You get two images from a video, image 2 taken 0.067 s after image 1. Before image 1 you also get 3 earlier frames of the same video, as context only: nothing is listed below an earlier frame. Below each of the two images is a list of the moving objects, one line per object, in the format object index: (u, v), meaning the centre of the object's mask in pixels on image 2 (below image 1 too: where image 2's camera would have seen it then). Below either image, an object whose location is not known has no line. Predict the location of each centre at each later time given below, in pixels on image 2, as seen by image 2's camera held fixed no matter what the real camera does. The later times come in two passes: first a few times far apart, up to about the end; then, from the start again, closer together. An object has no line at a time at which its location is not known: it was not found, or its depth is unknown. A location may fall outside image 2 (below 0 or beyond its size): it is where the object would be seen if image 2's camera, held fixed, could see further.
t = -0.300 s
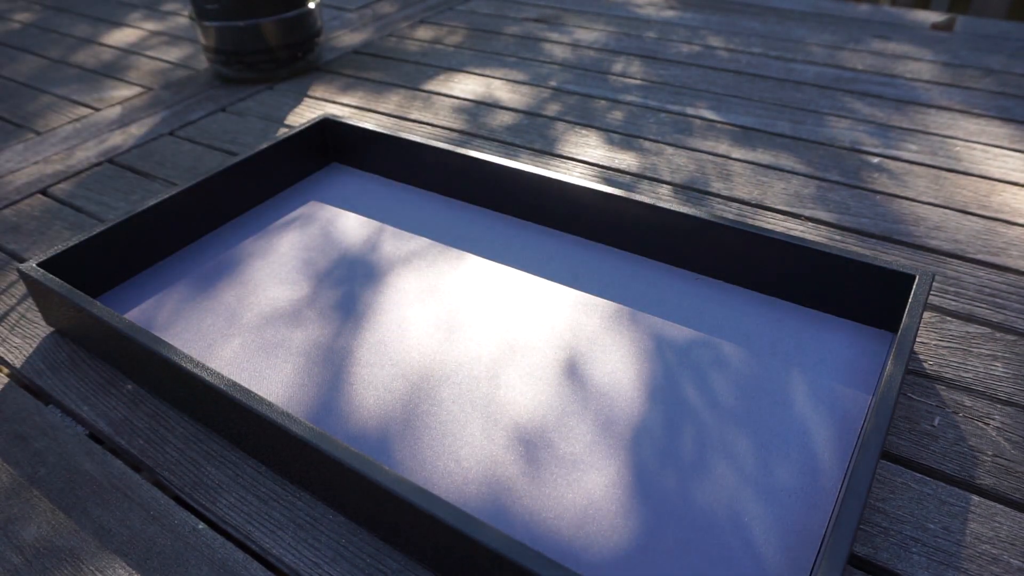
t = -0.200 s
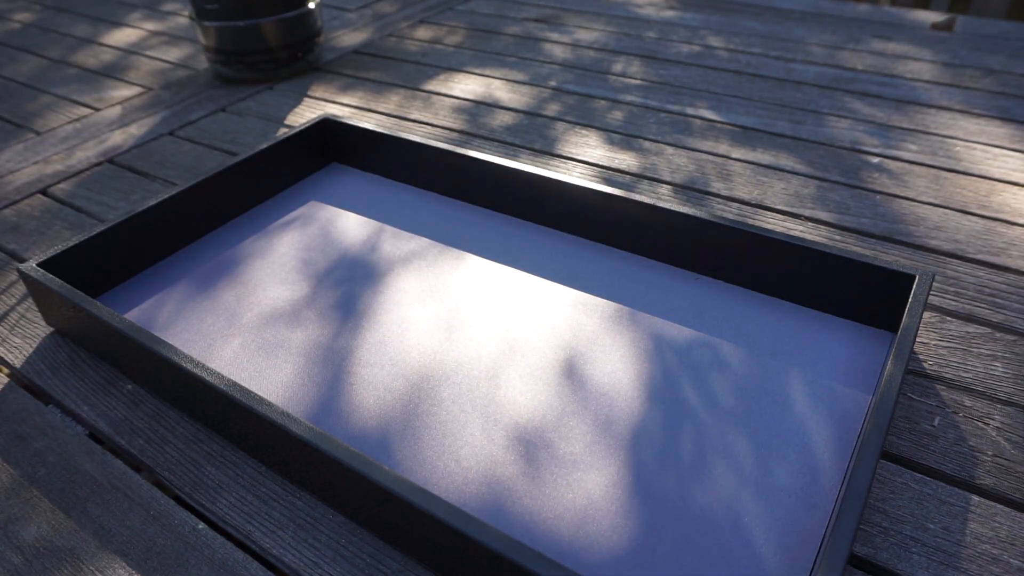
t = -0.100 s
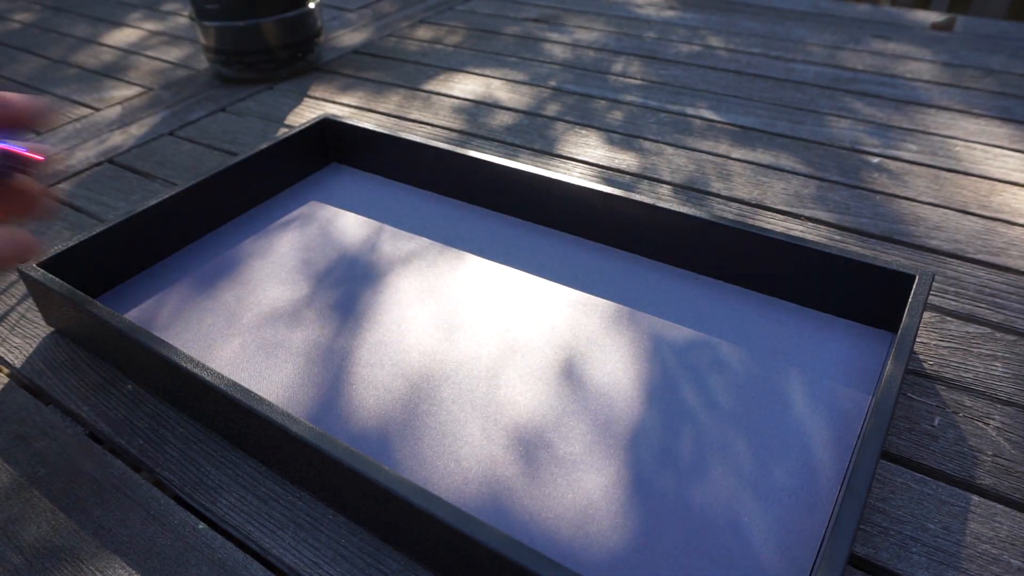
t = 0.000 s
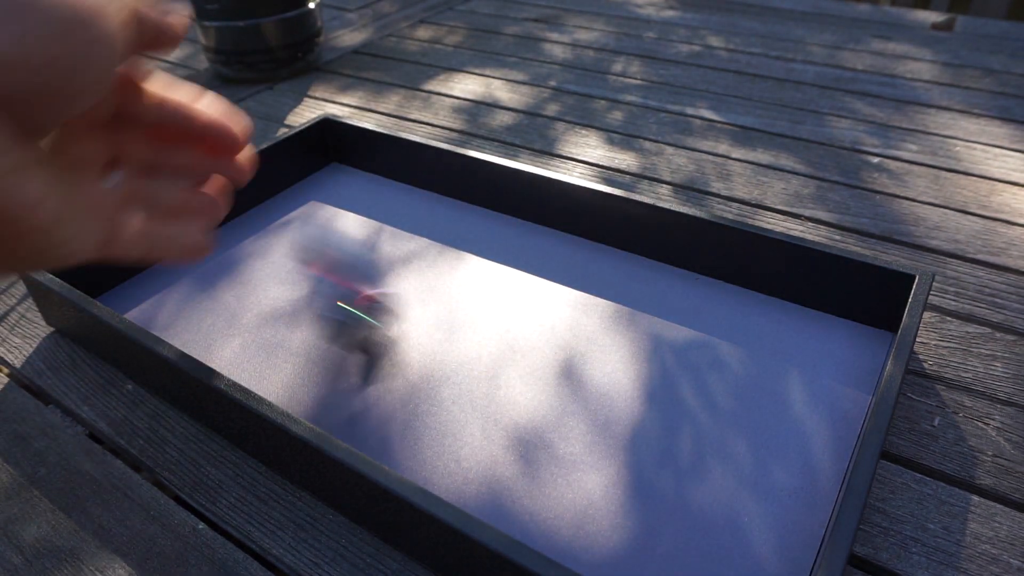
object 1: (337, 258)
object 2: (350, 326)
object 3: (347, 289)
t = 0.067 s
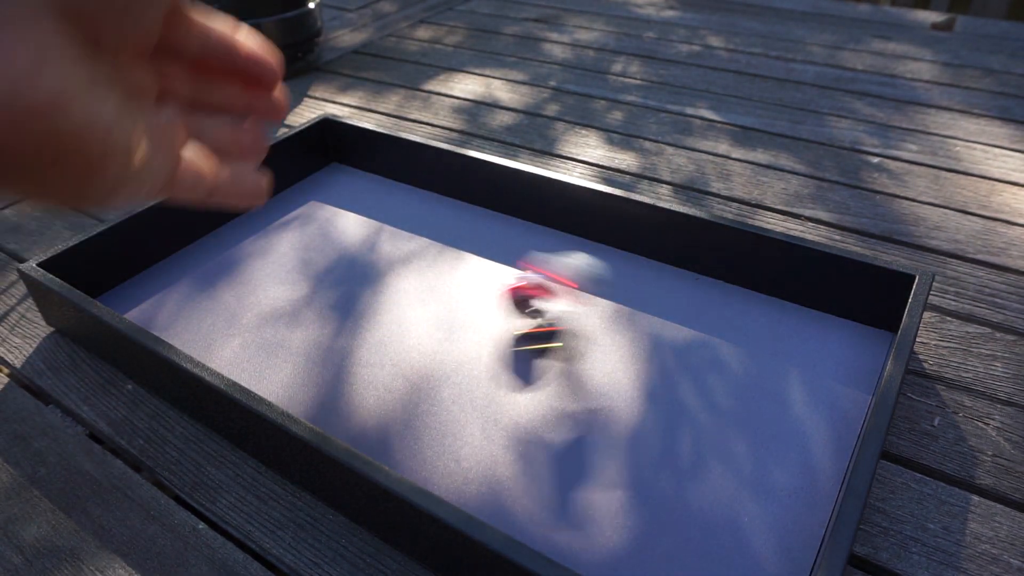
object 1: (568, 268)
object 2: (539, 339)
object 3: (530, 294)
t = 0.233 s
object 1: (815, 307)
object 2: (829, 348)
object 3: (749, 260)
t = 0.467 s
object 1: (823, 322)
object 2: (780, 341)
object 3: (626, 271)
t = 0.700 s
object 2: (761, 322)
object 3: (540, 242)
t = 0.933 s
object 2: (761, 322)
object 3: (501, 210)
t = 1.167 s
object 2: (761, 322)
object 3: (489, 206)
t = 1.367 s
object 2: (762, 322)
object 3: (489, 205)
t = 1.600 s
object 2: (761, 323)
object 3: (488, 205)
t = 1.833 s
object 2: (761, 323)
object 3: (488, 204)
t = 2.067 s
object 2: (761, 322)
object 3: (488, 205)
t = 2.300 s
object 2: (761, 322)
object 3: (488, 205)
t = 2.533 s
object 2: (762, 323)
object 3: (488, 205)
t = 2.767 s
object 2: (761, 323)
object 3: (488, 205)
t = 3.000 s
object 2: (761, 323)
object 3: (489, 205)
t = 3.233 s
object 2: (761, 323)
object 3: (488, 205)
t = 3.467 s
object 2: (761, 322)
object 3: (488, 206)
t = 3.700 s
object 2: (761, 322)
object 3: (488, 206)
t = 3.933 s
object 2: (761, 322)
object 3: (488, 205)
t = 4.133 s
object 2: (761, 322)
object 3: (488, 205)
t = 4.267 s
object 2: (761, 323)
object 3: (488, 205)
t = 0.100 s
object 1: (676, 296)
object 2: (662, 359)
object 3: (592, 288)
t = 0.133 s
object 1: (792, 333)
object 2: (757, 397)
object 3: (641, 281)
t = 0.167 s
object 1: (853, 326)
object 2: (840, 396)
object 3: (699, 278)
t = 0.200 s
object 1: (811, 294)
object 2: (829, 371)
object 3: (753, 283)
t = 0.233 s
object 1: (815, 307)
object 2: (829, 348)
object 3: (749, 260)
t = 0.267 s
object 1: (827, 307)
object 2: (840, 352)
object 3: (734, 260)
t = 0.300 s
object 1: (828, 315)
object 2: (851, 362)
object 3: (715, 277)
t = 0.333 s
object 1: (826, 317)
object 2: (835, 358)
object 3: (699, 272)
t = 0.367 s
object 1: (824, 317)
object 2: (818, 355)
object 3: (681, 279)
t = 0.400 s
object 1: (825, 318)
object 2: (803, 350)
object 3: (663, 277)
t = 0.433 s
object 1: (825, 320)
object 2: (792, 346)
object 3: (645, 273)
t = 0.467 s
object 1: (823, 322)
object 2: (780, 341)
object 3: (626, 271)
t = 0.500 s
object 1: (821, 324)
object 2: (770, 334)
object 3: (612, 265)
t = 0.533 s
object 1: (819, 327)
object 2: (764, 326)
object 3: (597, 263)
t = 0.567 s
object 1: (817, 327)
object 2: (761, 322)
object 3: (585, 258)
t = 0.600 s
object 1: (819, 326)
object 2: (760, 322)
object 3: (574, 253)
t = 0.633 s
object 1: (820, 325)
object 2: (762, 322)
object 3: (562, 250)
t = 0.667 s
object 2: (762, 323)
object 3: (550, 245)
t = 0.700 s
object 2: (761, 322)
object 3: (540, 242)
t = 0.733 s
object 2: (761, 322)
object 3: (532, 236)
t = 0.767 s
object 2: (762, 323)
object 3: (524, 233)
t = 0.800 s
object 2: (762, 322)
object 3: (517, 229)
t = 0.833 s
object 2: (761, 322)
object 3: (510, 223)
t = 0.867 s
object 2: (762, 322)
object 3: (505, 218)
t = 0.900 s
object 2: (762, 322)
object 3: (502, 216)
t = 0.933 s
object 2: (761, 322)
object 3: (501, 210)
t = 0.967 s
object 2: (761, 322)
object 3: (495, 208)
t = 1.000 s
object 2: (761, 322)
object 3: (492, 207)
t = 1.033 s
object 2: (761, 322)
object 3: (491, 207)
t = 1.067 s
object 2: (761, 322)
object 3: (490, 207)
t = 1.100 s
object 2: (761, 322)
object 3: (490, 207)
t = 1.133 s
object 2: (761, 322)
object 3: (490, 206)
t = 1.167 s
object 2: (761, 322)
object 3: (489, 206)
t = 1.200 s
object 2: (761, 322)
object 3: (489, 205)
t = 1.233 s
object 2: (761, 322)
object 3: (488, 205)
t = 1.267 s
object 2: (761, 322)
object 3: (488, 205)
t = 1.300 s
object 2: (761, 322)
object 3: (489, 205)
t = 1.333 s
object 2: (762, 322)
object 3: (488, 205)
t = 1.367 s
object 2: (762, 322)
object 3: (489, 205)
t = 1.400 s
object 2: (762, 322)
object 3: (489, 205)
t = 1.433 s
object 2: (762, 322)
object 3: (489, 205)
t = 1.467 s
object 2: (761, 322)
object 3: (489, 204)
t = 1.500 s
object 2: (761, 323)
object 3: (489, 204)
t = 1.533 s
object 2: (761, 323)
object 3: (489, 204)
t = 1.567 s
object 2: (761, 322)
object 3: (488, 204)
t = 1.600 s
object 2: (761, 323)
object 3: (488, 205)
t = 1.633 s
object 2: (761, 323)
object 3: (488, 204)
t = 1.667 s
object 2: (761, 323)
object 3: (488, 204)
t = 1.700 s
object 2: (761, 323)
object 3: (488, 205)
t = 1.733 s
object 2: (761, 323)
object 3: (488, 204)
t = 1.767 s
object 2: (761, 323)
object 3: (489, 204)
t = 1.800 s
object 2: (761, 323)
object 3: (489, 204)
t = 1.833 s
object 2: (761, 323)
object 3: (488, 204)
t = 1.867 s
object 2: (761, 323)
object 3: (488, 204)
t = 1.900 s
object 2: (761, 323)
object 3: (488, 205)
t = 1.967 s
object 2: (761, 322)
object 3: (488, 205)
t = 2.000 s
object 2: (761, 322)
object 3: (488, 205)
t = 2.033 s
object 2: (761, 322)
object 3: (488, 205)
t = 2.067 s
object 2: (761, 322)
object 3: (488, 205)
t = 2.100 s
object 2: (761, 322)
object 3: (488, 205)
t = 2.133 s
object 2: (761, 322)
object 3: (488, 205)
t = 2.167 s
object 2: (761, 322)
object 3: (488, 205)
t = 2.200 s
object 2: (761, 322)
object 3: (488, 205)
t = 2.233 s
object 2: (761, 322)
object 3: (488, 205)
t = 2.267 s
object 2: (761, 322)
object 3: (488, 205)
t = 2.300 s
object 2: (761, 322)
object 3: (488, 205)
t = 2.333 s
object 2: (761, 322)
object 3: (488, 205)
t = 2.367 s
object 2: (762, 322)
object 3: (488, 205)
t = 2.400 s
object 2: (761, 322)
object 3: (488, 205)
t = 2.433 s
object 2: (761, 322)
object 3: (488, 205)
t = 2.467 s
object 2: (761, 323)
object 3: (488, 205)
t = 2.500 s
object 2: (762, 323)
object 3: (488, 205)
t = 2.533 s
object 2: (762, 323)
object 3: (488, 205)
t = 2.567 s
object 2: (761, 323)
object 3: (488, 205)
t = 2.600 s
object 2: (762, 323)
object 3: (488, 205)
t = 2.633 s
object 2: (761, 323)
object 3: (488, 205)
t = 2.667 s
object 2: (761, 323)
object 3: (488, 205)
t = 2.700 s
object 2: (761, 323)
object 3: (488, 205)
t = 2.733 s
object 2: (761, 323)
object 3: (488, 205)
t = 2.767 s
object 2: (761, 323)
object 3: (488, 205)
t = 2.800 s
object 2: (761, 323)
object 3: (488, 205)
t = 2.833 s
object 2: (761, 323)
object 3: (488, 205)
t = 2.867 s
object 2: (761, 323)
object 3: (488, 205)
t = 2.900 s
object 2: (761, 323)
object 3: (488, 205)
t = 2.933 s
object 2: (761, 323)
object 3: (488, 205)
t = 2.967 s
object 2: (761, 323)
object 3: (488, 205)
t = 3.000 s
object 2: (761, 323)
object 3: (489, 205)
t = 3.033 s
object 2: (761, 323)
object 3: (489, 205)
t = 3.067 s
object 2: (761, 323)
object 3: (489, 205)
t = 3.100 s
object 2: (761, 323)
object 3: (489, 205)
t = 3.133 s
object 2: (761, 323)
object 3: (489, 205)
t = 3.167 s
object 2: (761, 323)
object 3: (489, 205)
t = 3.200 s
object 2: (761, 323)
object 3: (489, 205)
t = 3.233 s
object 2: (761, 323)
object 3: (488, 205)
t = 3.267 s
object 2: (761, 322)
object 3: (488, 205)
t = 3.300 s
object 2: (761, 322)
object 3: (488, 206)
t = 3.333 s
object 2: (761, 322)
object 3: (488, 205)
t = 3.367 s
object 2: (762, 322)
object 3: (488, 205)
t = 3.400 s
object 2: (762, 322)
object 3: (488, 205)
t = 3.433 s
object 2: (761, 322)
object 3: (488, 205)
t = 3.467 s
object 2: (761, 322)
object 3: (488, 206)
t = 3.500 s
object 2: (761, 322)
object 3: (488, 206)
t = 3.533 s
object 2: (761, 322)
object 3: (488, 205)
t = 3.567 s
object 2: (761, 322)
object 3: (488, 206)
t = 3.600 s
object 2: (761, 322)
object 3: (488, 206)
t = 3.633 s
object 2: (761, 322)
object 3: (488, 206)
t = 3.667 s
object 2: (761, 322)
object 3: (488, 206)
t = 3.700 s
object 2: (761, 322)
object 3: (488, 206)
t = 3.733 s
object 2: (761, 322)
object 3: (489, 206)
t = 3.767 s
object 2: (761, 322)
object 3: (488, 205)
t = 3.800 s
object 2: (761, 322)
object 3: (488, 205)
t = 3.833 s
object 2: (761, 322)
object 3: (489, 205)
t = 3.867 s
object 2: (761, 322)
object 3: (488, 206)
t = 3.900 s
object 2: (761, 322)
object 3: (489, 205)
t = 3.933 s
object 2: (761, 322)
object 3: (488, 205)
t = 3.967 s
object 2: (761, 322)
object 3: (488, 205)
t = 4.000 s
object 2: (761, 322)
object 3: (488, 205)
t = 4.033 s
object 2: (761, 322)
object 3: (488, 205)
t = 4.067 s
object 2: (761, 322)
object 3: (488, 205)
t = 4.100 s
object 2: (761, 322)
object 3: (488, 205)
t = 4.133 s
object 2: (761, 322)
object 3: (488, 205)
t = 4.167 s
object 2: (761, 322)
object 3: (488, 205)
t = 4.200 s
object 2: (761, 322)
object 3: (488, 205)
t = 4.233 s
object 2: (761, 322)
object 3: (488, 205)
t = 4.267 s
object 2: (761, 323)
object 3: (488, 205)
